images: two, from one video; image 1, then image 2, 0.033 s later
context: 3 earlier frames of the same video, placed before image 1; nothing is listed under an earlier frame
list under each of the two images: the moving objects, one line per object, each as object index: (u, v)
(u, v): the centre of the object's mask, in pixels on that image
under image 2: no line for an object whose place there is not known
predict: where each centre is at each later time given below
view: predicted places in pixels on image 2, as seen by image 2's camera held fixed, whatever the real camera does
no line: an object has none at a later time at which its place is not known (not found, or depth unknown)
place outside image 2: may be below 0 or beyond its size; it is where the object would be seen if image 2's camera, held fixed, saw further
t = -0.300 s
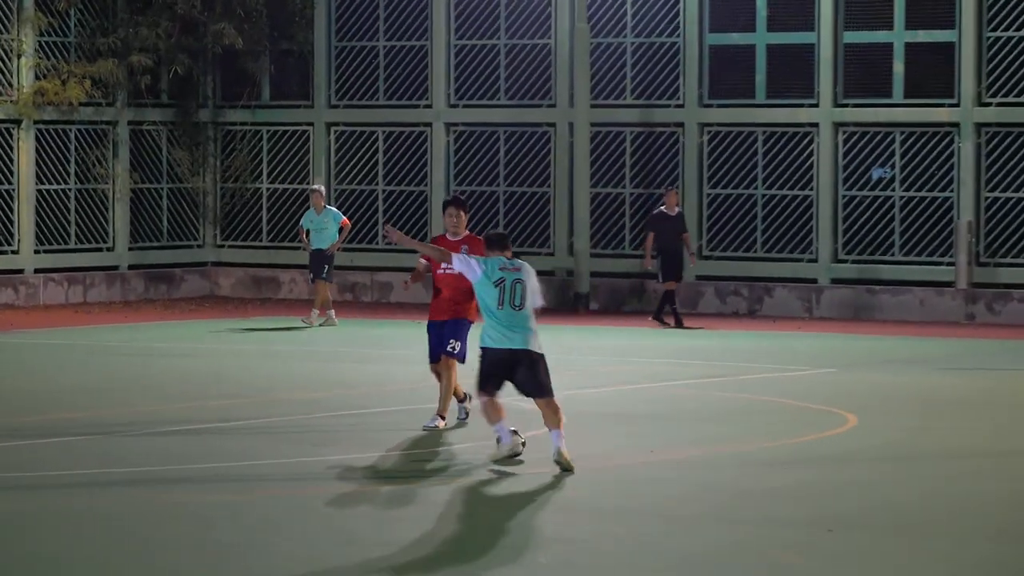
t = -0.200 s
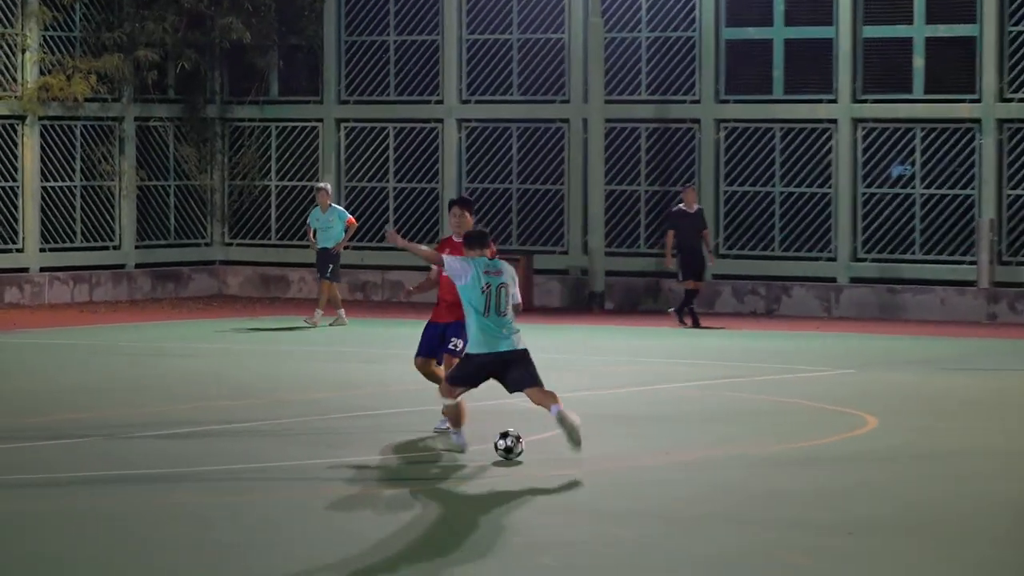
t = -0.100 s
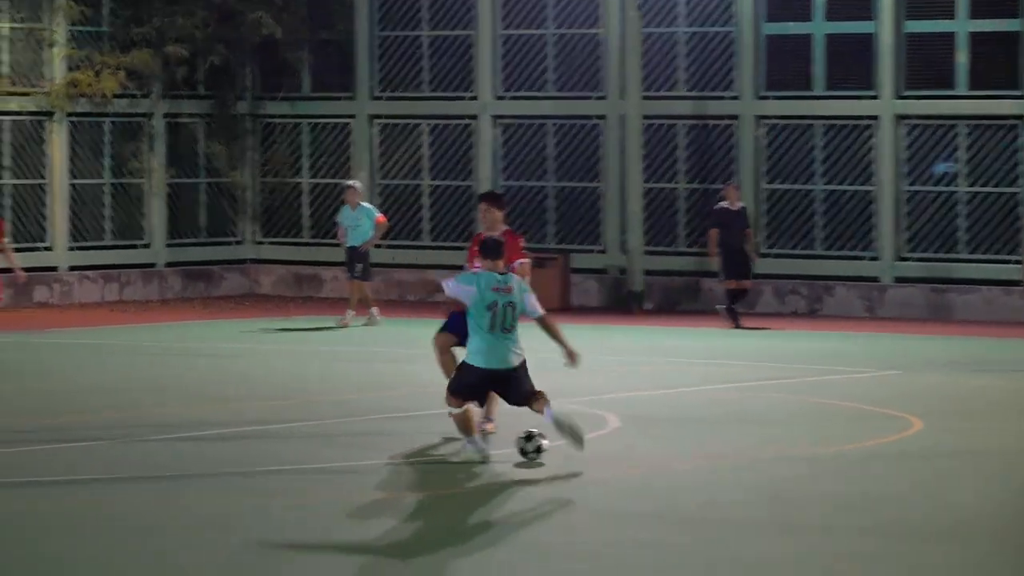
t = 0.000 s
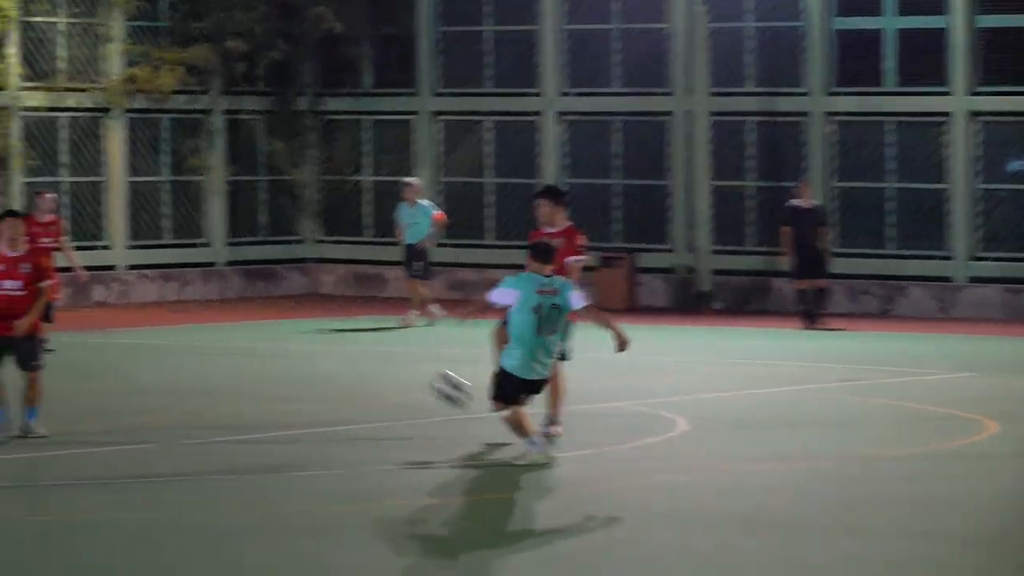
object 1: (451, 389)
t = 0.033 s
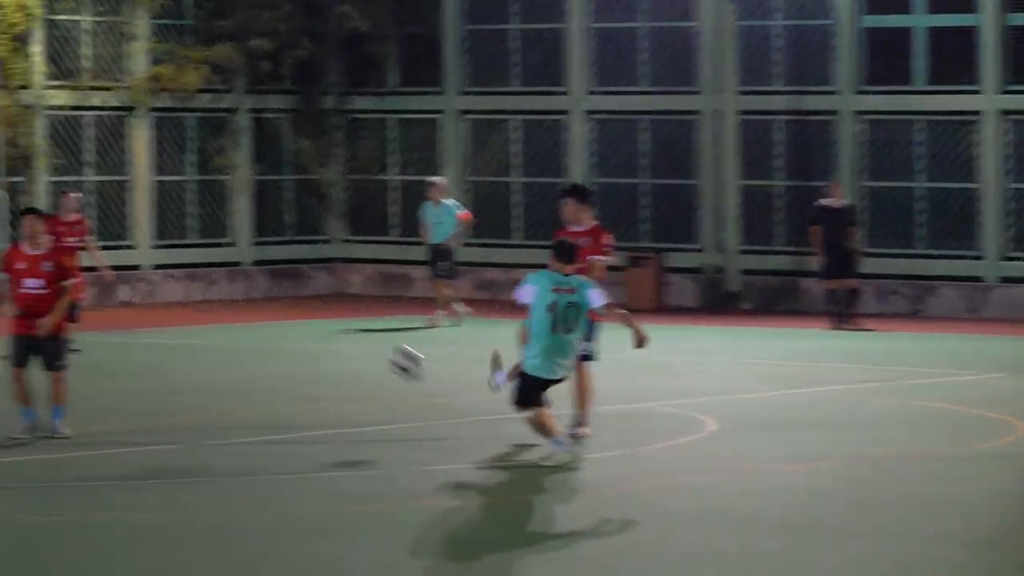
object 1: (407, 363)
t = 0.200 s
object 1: (86, 261)
